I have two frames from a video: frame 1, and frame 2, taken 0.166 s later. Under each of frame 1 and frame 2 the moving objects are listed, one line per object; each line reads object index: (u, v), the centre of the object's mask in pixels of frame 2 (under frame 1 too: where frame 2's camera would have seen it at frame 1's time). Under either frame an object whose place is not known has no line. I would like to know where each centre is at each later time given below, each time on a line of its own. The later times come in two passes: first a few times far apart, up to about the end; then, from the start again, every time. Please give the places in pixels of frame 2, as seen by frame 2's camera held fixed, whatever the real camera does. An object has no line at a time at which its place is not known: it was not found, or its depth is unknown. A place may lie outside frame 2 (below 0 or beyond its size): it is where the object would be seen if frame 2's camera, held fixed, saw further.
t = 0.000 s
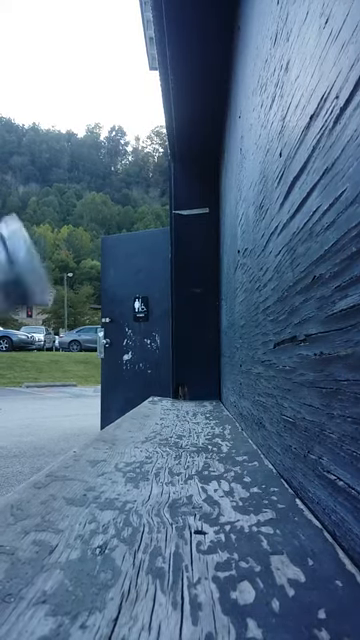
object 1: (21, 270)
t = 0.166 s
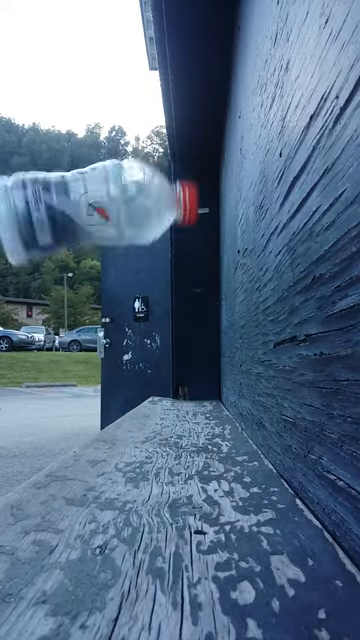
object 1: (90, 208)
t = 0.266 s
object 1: (104, 260)
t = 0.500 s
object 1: (169, 398)
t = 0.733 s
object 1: (137, 402)
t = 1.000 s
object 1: (136, 402)
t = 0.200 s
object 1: (95, 213)
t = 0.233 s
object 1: (99, 230)
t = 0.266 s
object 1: (104, 260)
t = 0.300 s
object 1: (106, 305)
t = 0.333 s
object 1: (107, 365)
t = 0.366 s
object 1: (124, 394)
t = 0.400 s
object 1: (140, 400)
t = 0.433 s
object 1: (155, 400)
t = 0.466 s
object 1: (164, 398)
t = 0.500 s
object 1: (169, 398)
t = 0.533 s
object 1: (170, 399)
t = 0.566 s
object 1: (168, 397)
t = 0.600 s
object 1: (162, 397)
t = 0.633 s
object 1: (150, 399)
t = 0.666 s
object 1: (140, 401)
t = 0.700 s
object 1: (140, 401)
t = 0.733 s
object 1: (137, 402)
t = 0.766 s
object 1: (136, 402)
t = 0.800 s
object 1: (136, 402)
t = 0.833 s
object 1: (136, 402)
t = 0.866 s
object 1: (136, 402)
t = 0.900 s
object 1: (136, 402)
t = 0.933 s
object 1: (136, 402)
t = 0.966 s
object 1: (136, 402)
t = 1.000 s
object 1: (136, 402)
